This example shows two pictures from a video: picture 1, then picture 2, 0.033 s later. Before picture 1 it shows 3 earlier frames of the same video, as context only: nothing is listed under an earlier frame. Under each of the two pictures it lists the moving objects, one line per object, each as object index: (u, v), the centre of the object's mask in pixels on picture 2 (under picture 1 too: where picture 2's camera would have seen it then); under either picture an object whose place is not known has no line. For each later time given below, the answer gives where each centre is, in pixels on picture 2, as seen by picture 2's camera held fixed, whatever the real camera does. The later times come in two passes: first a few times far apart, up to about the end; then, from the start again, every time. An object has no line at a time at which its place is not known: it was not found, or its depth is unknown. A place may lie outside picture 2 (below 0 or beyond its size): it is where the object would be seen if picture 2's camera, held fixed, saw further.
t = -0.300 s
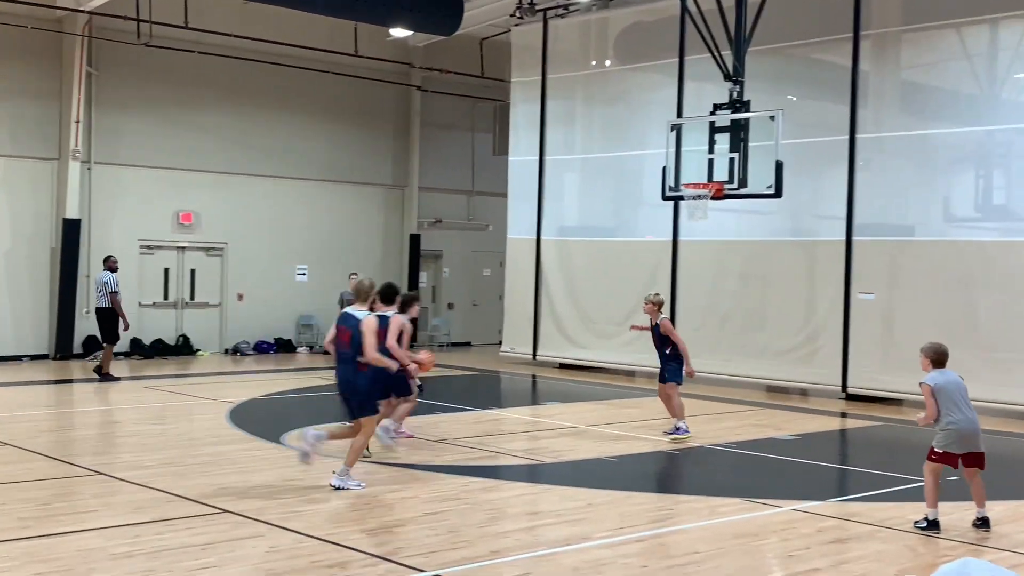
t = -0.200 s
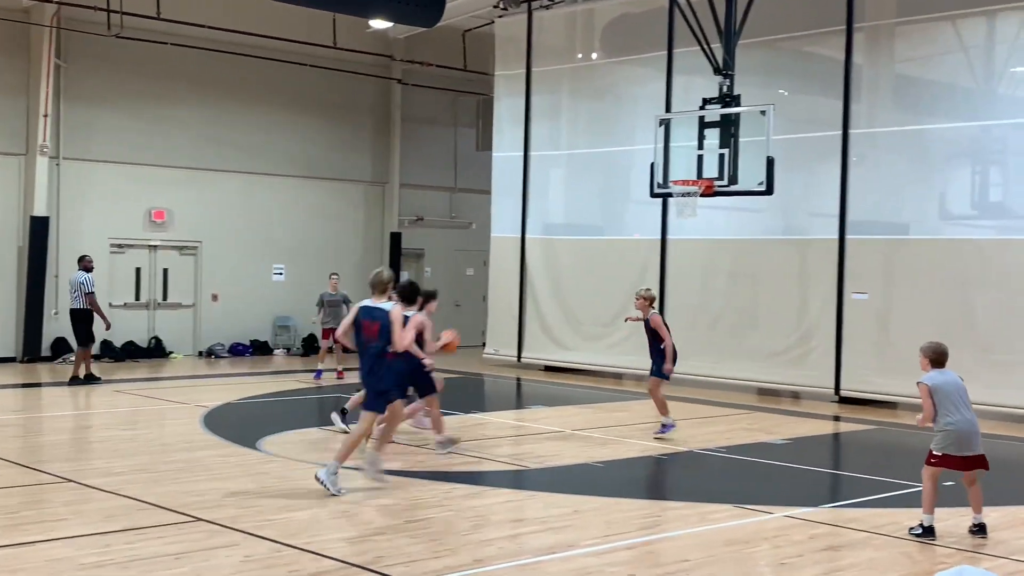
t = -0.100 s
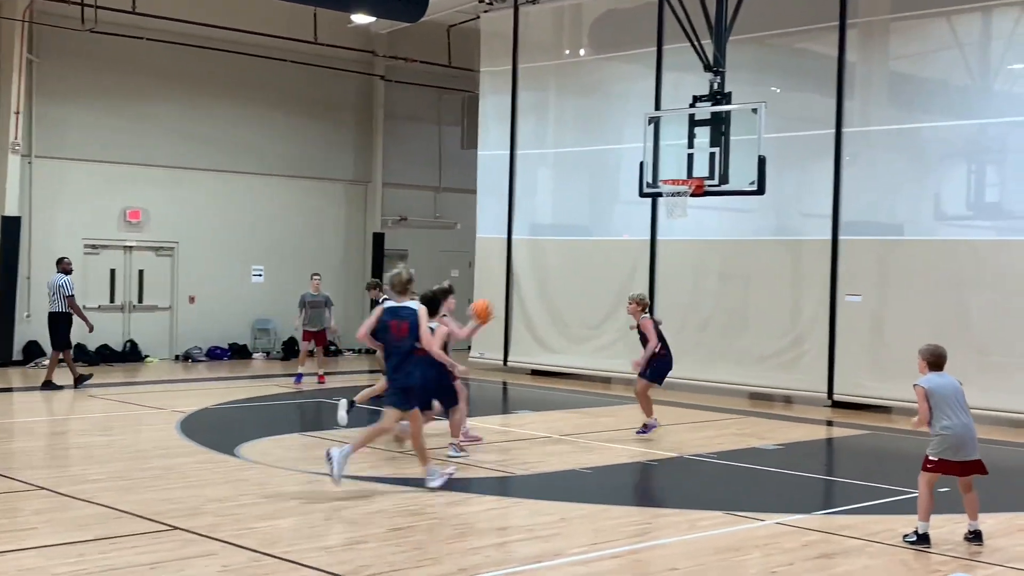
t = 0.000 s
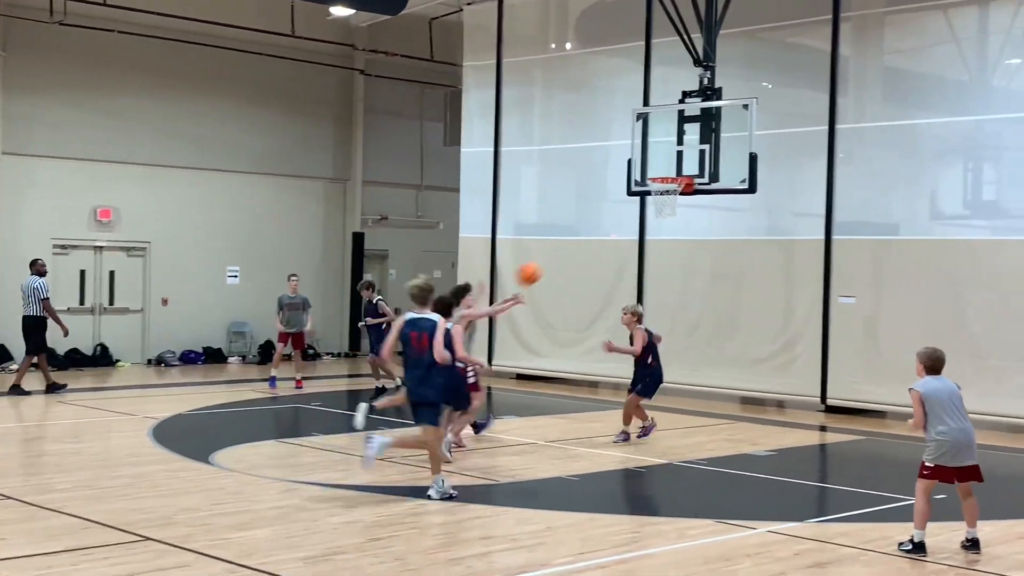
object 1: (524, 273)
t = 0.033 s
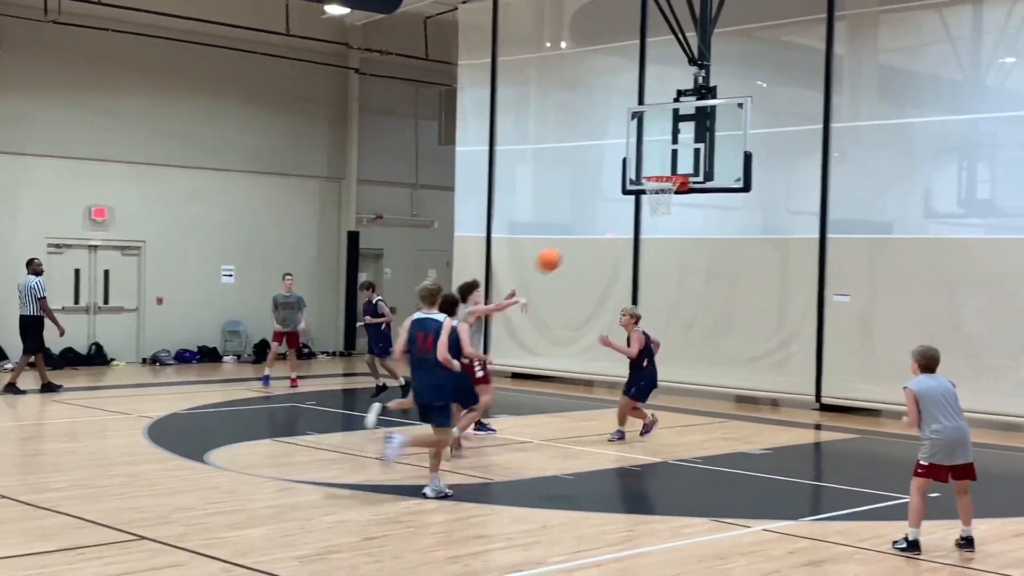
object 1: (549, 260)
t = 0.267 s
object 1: (731, 200)
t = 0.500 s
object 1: (925, 187)
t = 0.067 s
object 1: (573, 249)
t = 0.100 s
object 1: (599, 238)
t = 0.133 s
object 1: (625, 229)
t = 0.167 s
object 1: (649, 220)
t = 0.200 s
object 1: (676, 213)
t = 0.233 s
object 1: (702, 206)
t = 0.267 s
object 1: (731, 200)
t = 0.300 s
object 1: (758, 195)
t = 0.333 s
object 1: (785, 191)
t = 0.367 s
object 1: (813, 188)
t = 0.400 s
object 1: (841, 186)
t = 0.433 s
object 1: (869, 186)
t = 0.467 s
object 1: (897, 185)
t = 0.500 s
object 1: (925, 187)
